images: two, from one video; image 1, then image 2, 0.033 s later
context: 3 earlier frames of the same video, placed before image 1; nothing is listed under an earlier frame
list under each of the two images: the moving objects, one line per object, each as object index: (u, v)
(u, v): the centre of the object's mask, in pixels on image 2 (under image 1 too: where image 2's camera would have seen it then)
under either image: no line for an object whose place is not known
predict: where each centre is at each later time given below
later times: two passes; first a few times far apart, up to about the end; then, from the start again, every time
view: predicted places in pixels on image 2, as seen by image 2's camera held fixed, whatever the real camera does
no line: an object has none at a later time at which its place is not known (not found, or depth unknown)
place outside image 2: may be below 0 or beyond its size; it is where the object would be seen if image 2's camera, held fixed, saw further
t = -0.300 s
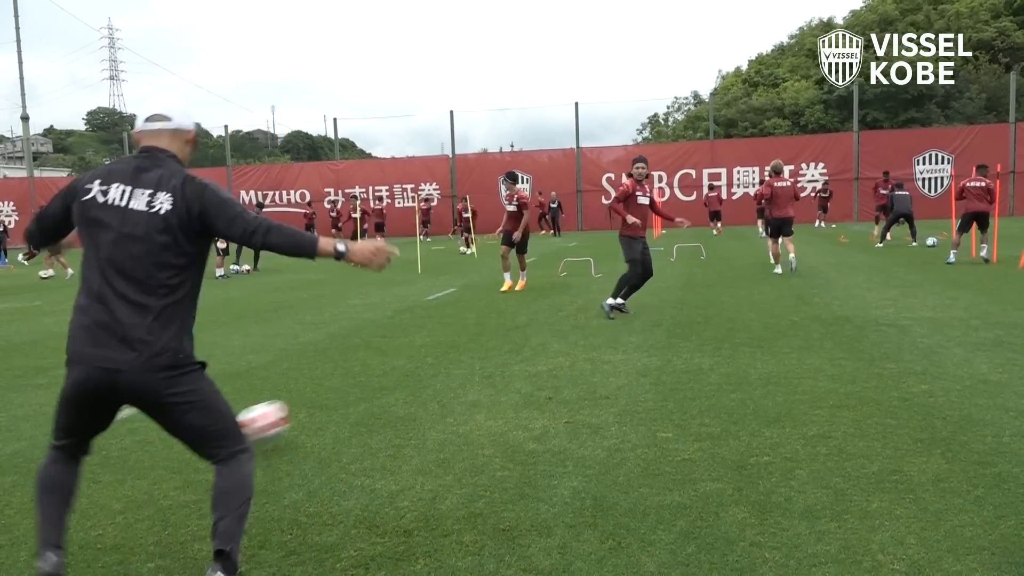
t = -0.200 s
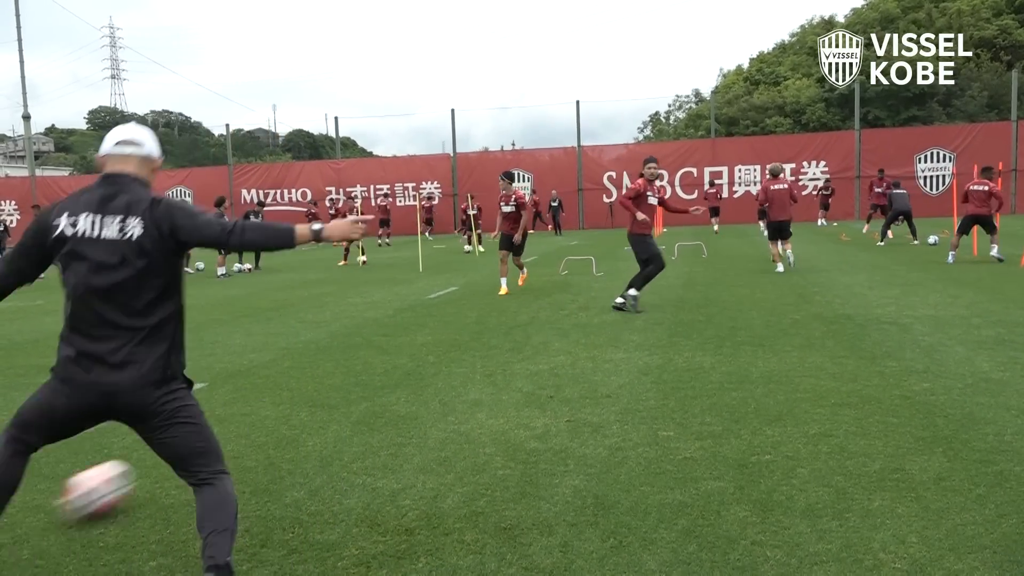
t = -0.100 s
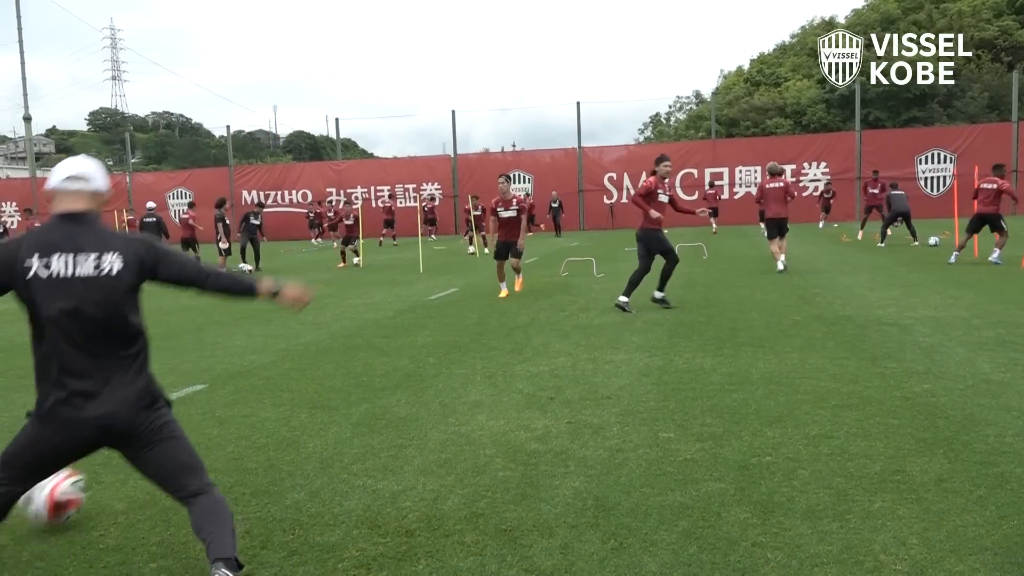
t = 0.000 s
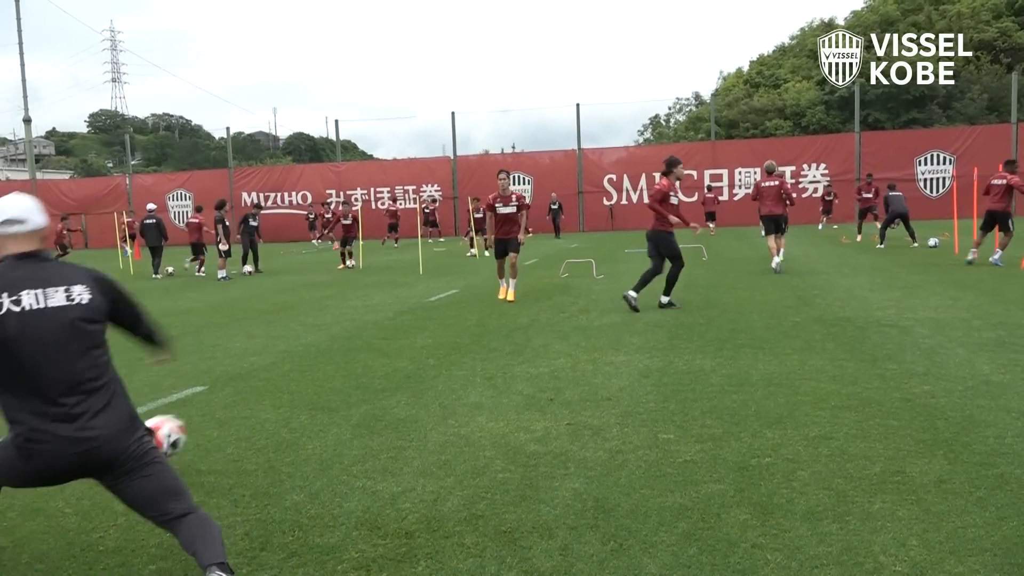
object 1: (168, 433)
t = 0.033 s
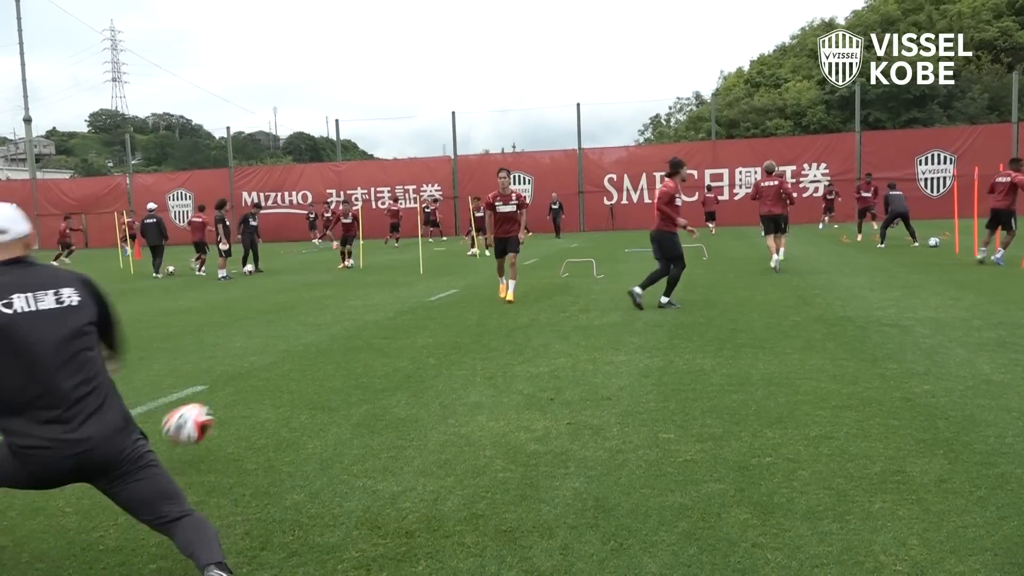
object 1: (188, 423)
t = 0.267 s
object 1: (328, 377)
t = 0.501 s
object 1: (404, 350)
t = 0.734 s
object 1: (456, 332)
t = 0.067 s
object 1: (215, 415)
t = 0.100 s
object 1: (239, 408)
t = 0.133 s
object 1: (261, 404)
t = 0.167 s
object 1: (282, 402)
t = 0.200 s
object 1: (299, 395)
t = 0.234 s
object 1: (314, 385)
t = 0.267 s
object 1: (328, 377)
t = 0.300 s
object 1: (341, 371)
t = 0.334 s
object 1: (353, 367)
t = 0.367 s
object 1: (365, 364)
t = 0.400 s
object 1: (376, 364)
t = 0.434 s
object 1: (387, 361)
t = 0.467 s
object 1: (396, 354)
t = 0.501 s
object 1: (404, 350)
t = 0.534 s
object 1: (412, 347)
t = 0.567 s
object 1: (421, 345)
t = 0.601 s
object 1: (429, 344)
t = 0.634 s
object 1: (436, 339)
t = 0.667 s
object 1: (442, 335)
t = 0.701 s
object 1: (449, 333)
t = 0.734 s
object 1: (456, 332)
